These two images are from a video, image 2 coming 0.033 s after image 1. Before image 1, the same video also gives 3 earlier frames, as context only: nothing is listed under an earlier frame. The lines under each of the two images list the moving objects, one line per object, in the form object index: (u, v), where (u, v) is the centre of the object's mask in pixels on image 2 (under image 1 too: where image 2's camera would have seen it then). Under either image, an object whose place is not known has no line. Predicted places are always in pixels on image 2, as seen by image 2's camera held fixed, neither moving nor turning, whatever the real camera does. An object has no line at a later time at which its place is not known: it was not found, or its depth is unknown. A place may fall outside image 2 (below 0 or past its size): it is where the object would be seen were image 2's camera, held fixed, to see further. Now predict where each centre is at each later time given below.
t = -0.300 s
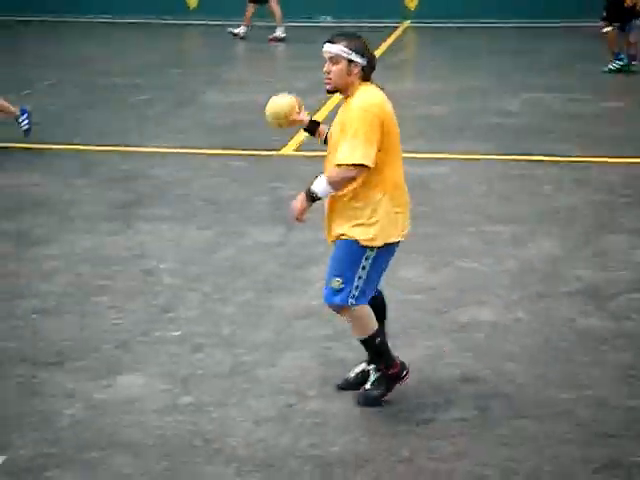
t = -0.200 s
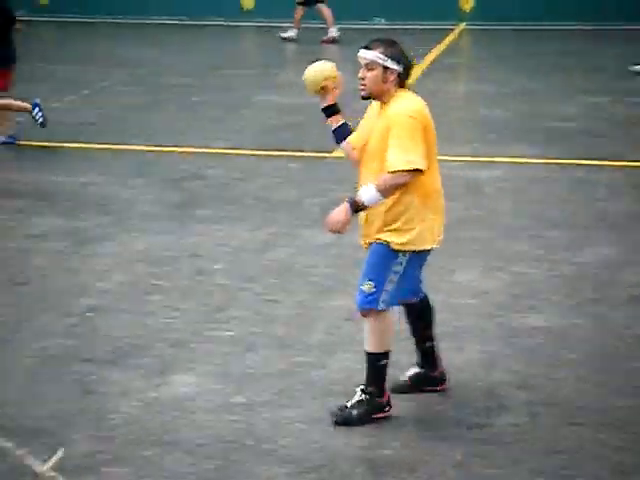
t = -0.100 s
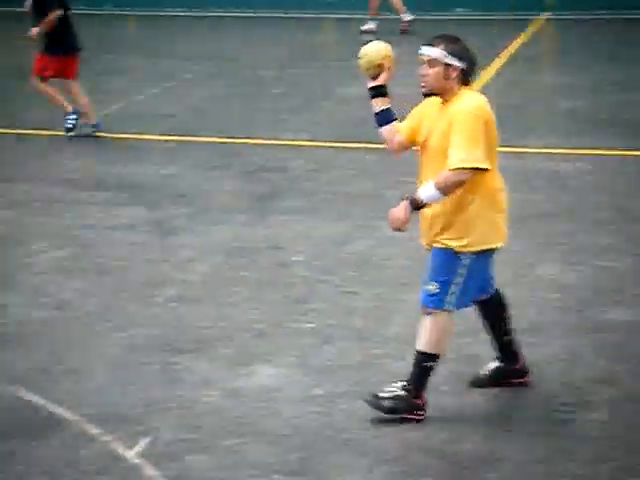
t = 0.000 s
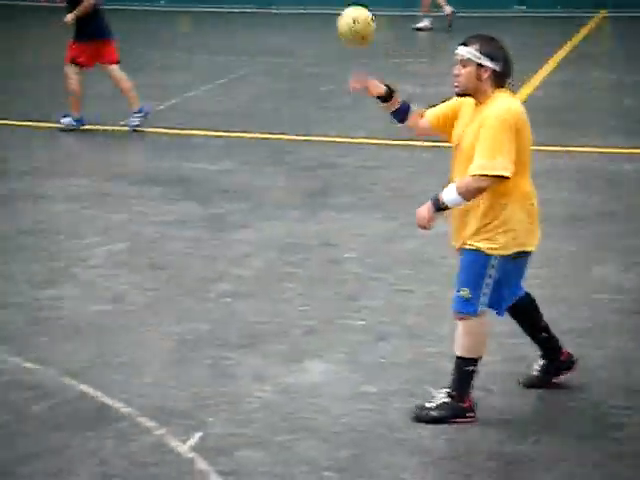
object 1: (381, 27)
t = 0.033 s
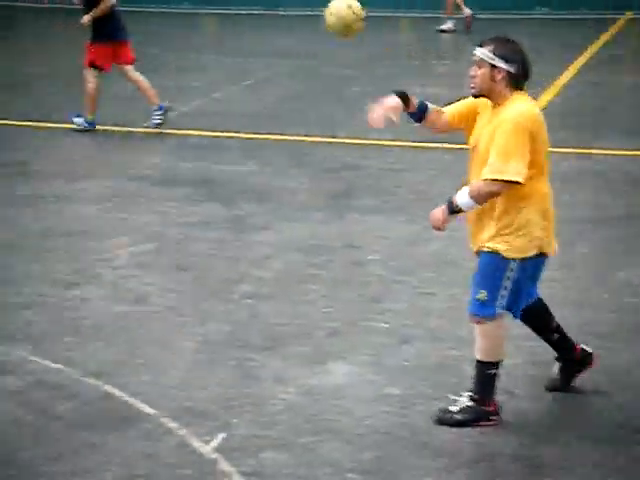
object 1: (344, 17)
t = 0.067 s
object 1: (308, 11)
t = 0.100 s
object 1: (269, 7)
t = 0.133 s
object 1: (230, 4)
